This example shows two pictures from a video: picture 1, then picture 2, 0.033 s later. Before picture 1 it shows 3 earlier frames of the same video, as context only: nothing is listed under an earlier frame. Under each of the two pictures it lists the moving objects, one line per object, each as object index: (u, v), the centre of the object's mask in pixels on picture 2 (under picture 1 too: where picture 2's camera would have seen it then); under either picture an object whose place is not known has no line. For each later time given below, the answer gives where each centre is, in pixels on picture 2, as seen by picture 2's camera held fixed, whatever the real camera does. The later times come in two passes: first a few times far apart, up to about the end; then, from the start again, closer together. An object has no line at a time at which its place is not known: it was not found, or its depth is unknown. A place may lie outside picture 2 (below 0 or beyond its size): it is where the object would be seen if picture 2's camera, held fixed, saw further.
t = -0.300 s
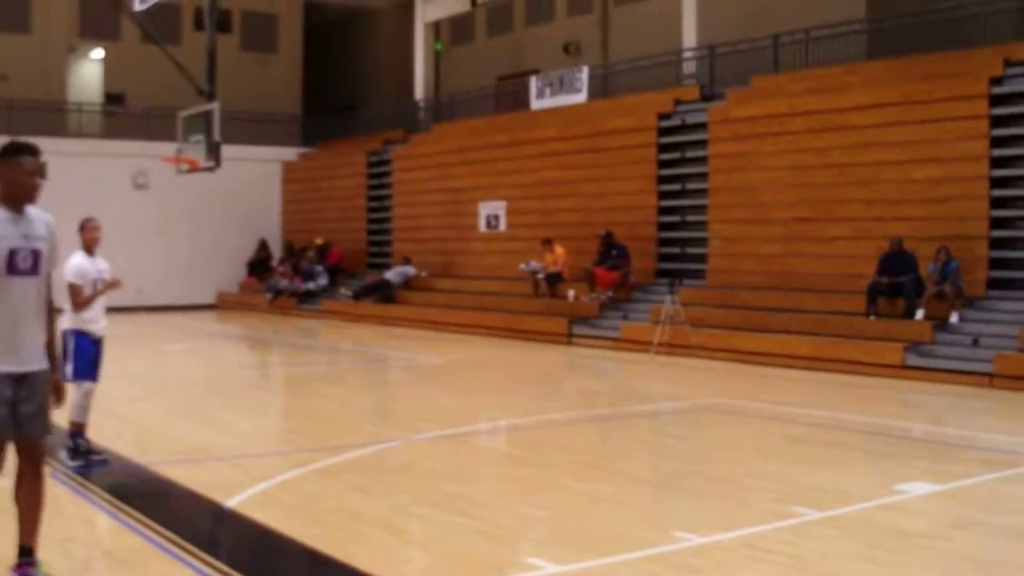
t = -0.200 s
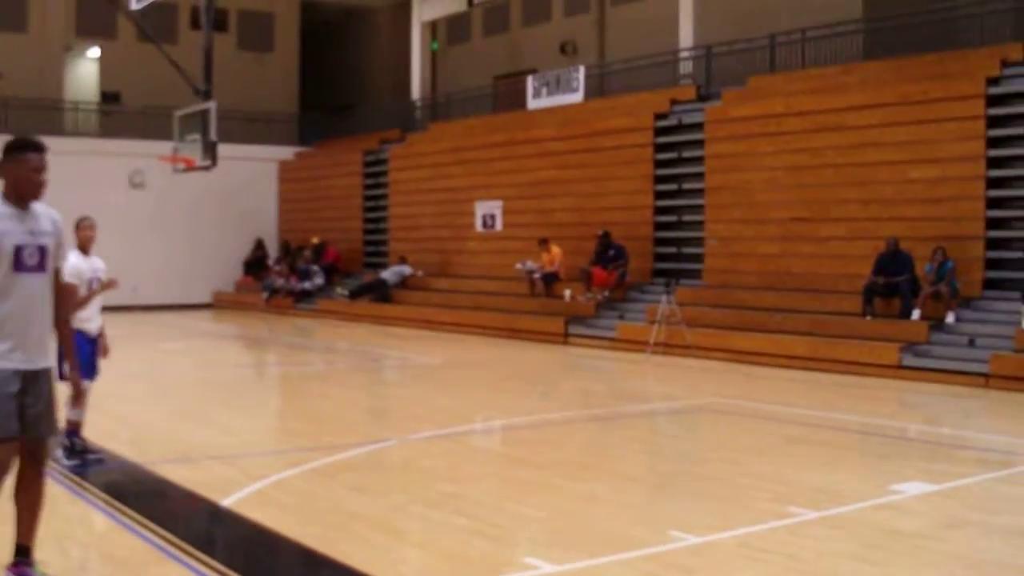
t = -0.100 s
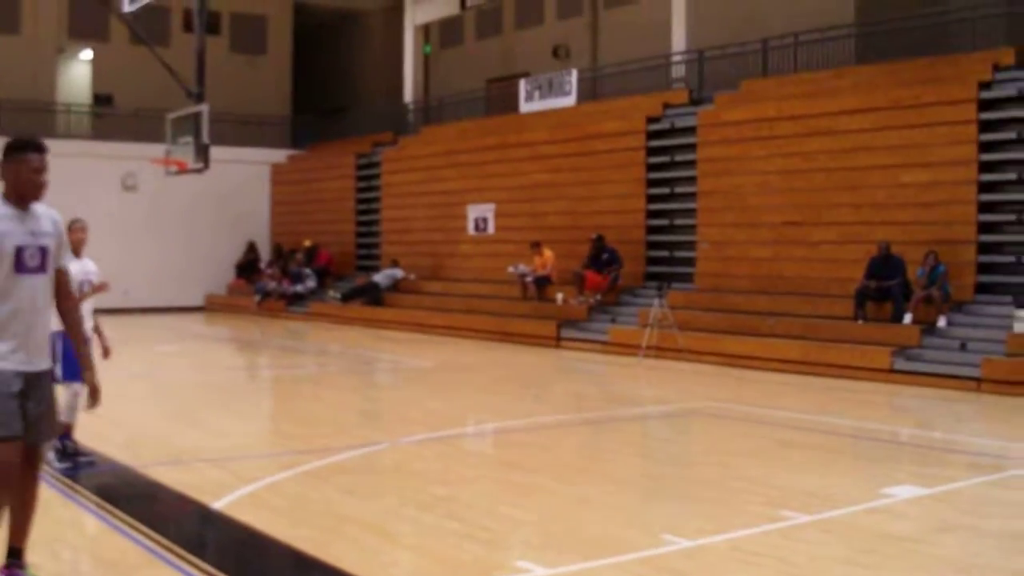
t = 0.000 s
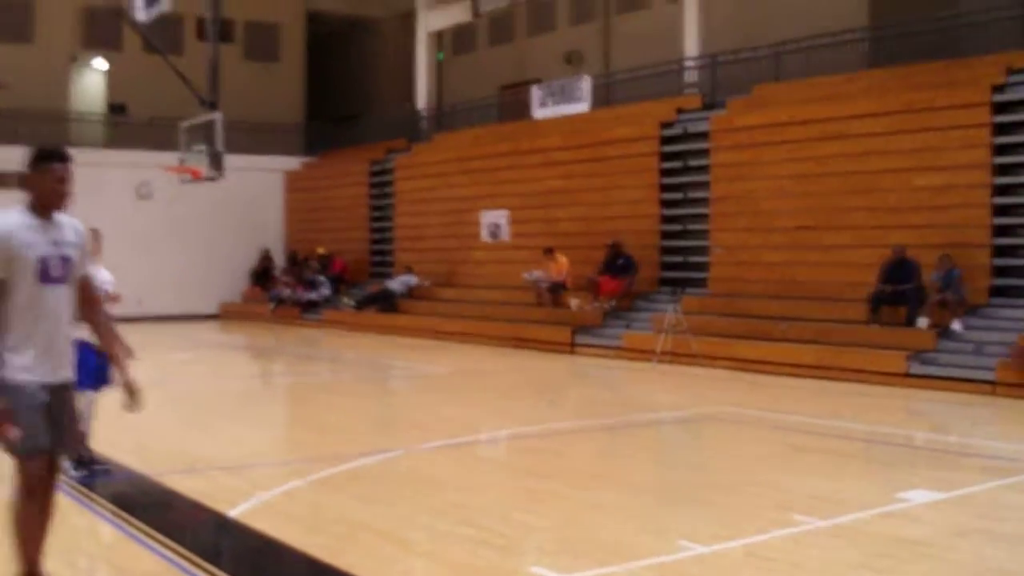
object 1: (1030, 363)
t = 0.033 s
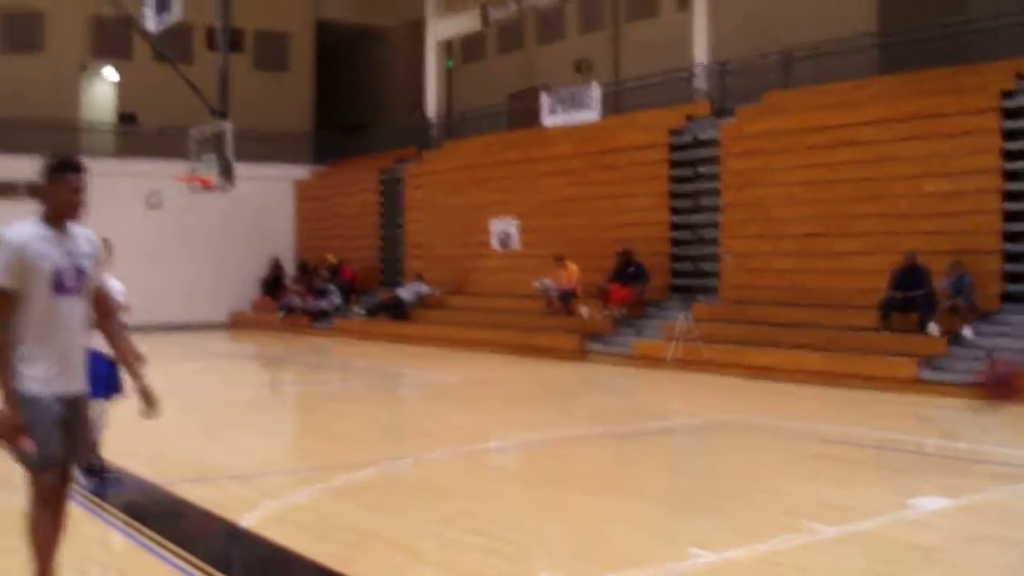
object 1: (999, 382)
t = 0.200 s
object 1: (773, 513)
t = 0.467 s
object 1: (609, 398)
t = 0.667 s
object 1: (517, 347)
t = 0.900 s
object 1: (407, 384)
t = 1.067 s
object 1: (322, 469)
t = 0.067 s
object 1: (956, 404)
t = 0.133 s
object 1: (863, 458)
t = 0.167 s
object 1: (819, 487)
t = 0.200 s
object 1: (773, 513)
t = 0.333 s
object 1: (671, 476)
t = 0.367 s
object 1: (656, 450)
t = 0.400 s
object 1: (640, 431)
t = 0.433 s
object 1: (624, 414)
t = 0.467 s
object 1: (609, 398)
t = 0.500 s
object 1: (593, 383)
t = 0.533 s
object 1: (577, 372)
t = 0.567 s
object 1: (562, 365)
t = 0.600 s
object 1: (548, 356)
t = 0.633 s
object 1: (532, 351)
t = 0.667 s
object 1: (517, 347)
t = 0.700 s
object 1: (501, 346)
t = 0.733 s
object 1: (486, 349)
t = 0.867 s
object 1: (423, 372)
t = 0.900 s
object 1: (407, 384)
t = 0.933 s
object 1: (393, 397)
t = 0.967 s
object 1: (376, 413)
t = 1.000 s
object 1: (361, 431)
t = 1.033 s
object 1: (344, 451)
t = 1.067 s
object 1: (322, 469)
